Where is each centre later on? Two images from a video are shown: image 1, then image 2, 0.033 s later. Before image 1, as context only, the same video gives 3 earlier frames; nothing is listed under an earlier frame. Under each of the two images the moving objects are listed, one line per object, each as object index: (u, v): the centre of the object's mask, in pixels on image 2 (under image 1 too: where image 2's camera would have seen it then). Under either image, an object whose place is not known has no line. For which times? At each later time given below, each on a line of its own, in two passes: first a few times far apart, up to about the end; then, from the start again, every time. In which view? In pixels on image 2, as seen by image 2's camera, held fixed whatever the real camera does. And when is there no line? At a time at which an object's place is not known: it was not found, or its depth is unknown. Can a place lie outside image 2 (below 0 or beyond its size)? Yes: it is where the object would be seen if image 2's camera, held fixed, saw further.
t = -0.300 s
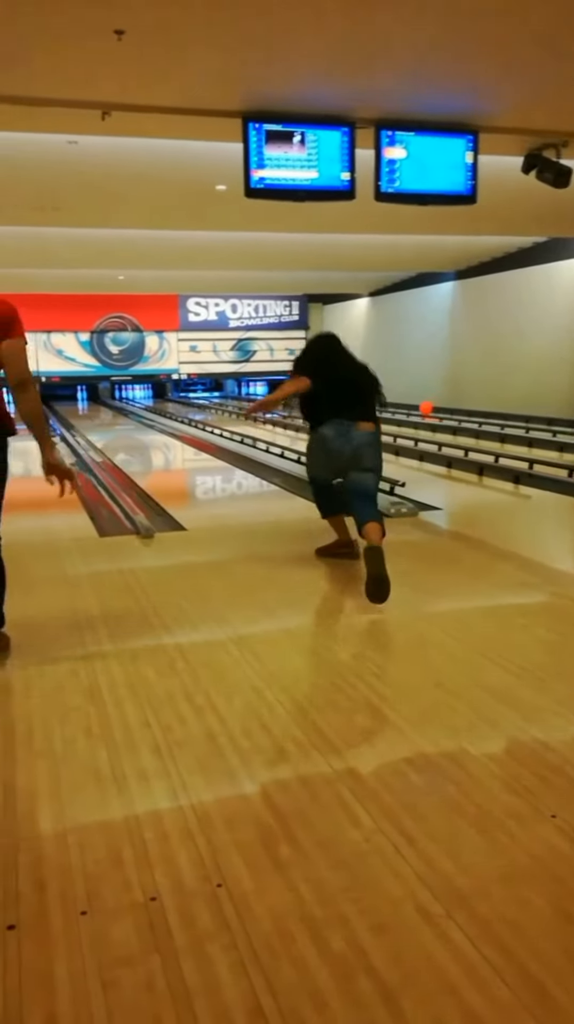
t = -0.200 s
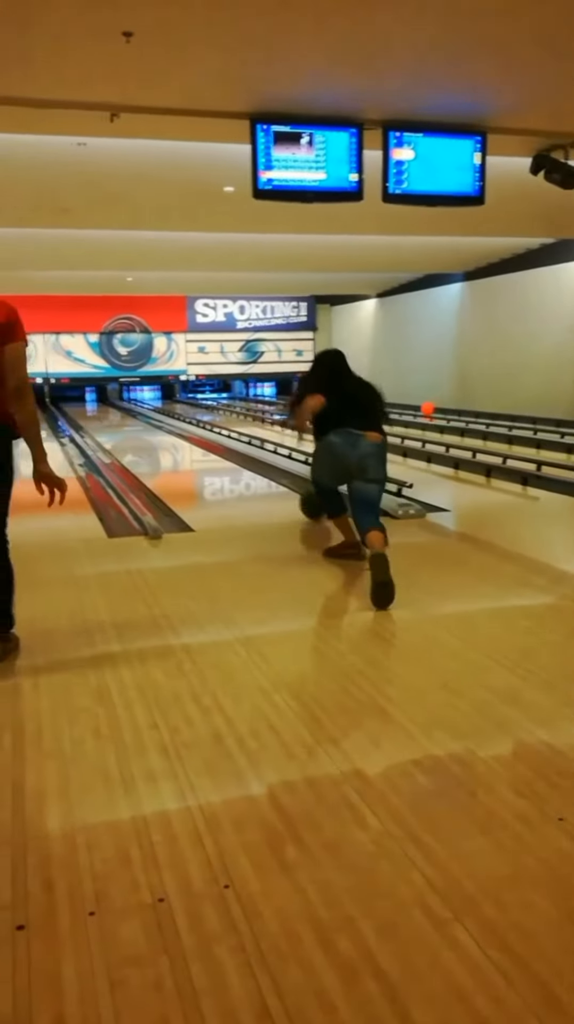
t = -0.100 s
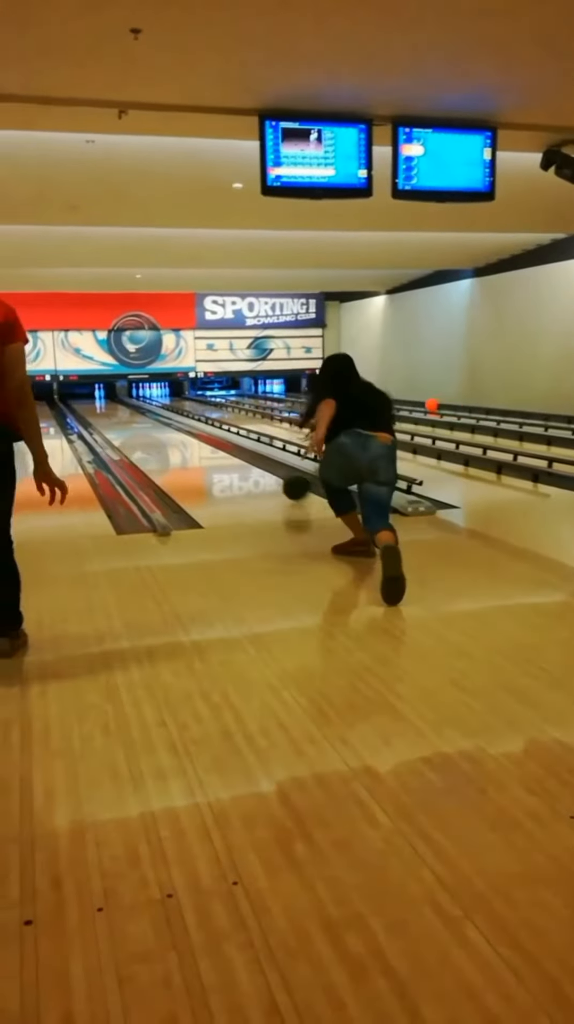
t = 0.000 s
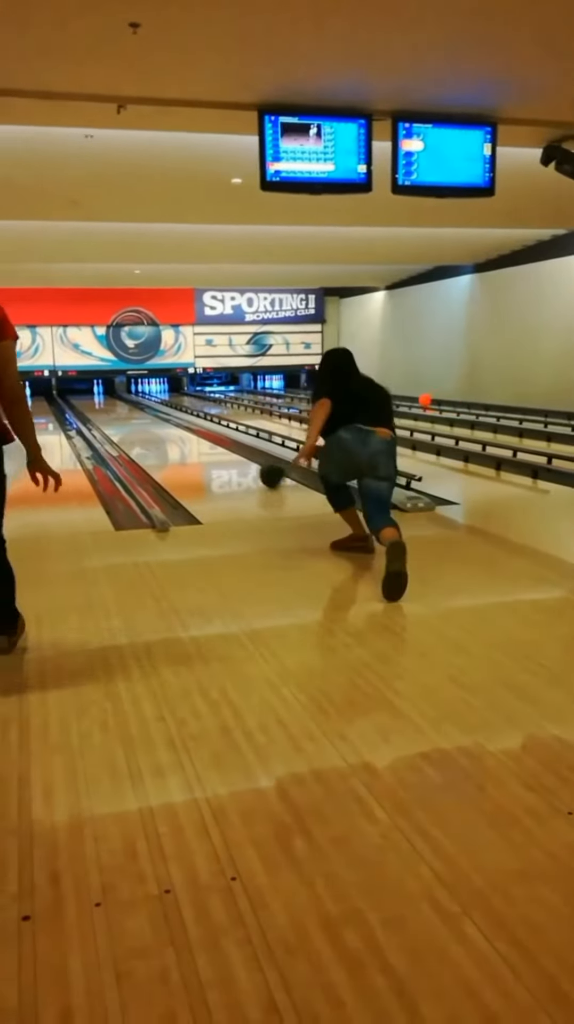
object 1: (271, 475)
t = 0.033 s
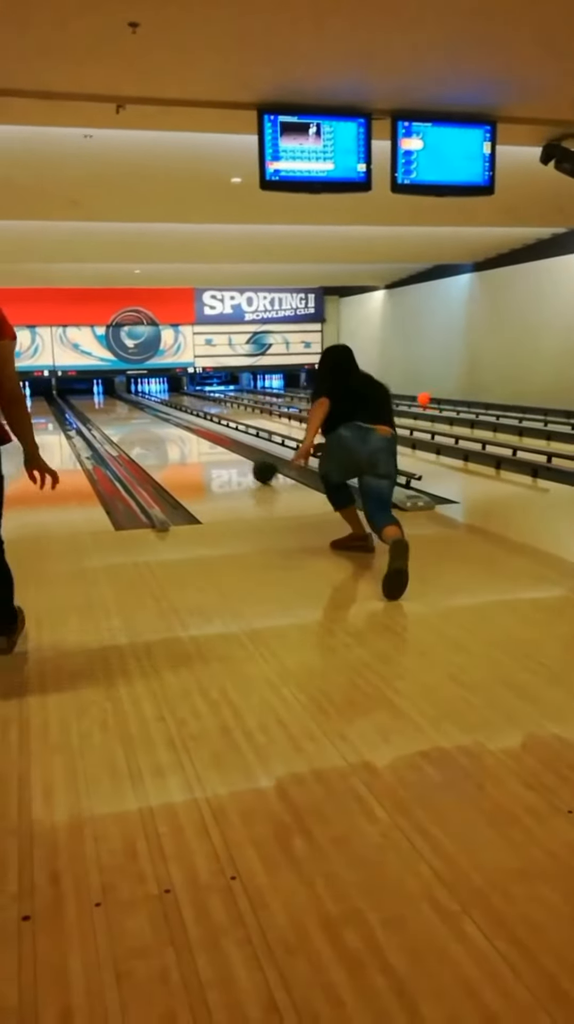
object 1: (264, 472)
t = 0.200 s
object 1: (234, 457)
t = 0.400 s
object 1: (207, 445)
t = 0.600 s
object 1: (186, 435)
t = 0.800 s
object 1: (168, 427)
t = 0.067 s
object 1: (257, 469)
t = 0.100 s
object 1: (251, 465)
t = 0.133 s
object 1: (245, 462)
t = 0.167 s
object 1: (240, 460)
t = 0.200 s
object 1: (234, 457)
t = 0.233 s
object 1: (229, 455)
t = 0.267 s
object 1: (225, 452)
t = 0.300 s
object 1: (220, 450)
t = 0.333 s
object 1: (215, 448)
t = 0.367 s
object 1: (211, 446)
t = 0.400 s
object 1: (207, 445)
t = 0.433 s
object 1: (203, 443)
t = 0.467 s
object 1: (199, 441)
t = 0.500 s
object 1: (196, 439)
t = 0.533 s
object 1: (192, 438)
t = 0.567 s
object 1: (189, 436)
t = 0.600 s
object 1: (186, 435)
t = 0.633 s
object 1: (183, 434)
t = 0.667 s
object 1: (180, 432)
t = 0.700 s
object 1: (177, 431)
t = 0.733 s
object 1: (174, 430)
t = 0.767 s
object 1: (171, 428)
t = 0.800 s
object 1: (168, 427)
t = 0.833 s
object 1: (166, 426)
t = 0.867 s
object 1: (163, 426)
